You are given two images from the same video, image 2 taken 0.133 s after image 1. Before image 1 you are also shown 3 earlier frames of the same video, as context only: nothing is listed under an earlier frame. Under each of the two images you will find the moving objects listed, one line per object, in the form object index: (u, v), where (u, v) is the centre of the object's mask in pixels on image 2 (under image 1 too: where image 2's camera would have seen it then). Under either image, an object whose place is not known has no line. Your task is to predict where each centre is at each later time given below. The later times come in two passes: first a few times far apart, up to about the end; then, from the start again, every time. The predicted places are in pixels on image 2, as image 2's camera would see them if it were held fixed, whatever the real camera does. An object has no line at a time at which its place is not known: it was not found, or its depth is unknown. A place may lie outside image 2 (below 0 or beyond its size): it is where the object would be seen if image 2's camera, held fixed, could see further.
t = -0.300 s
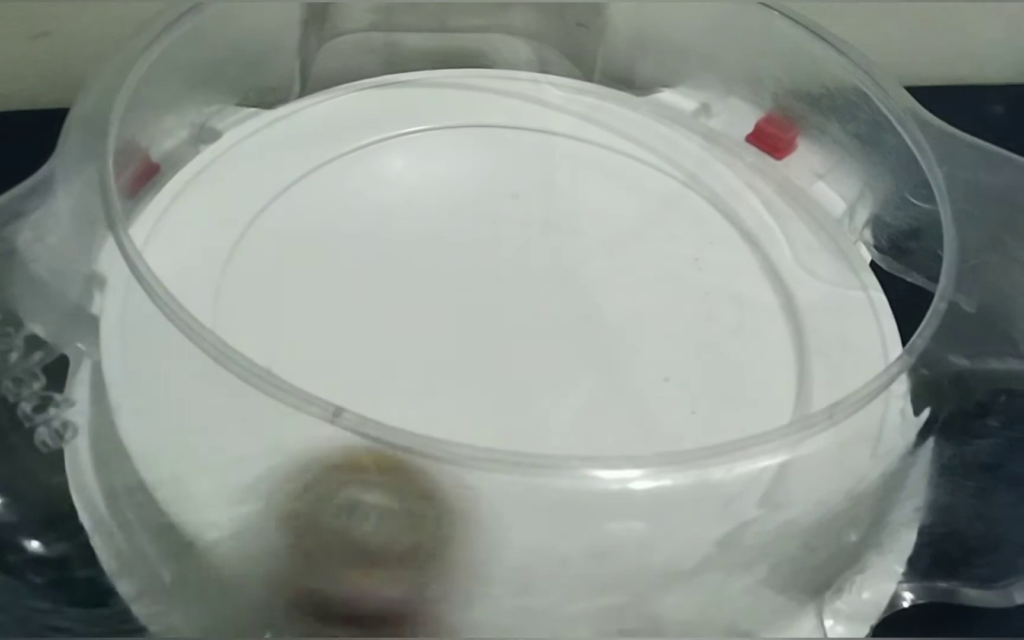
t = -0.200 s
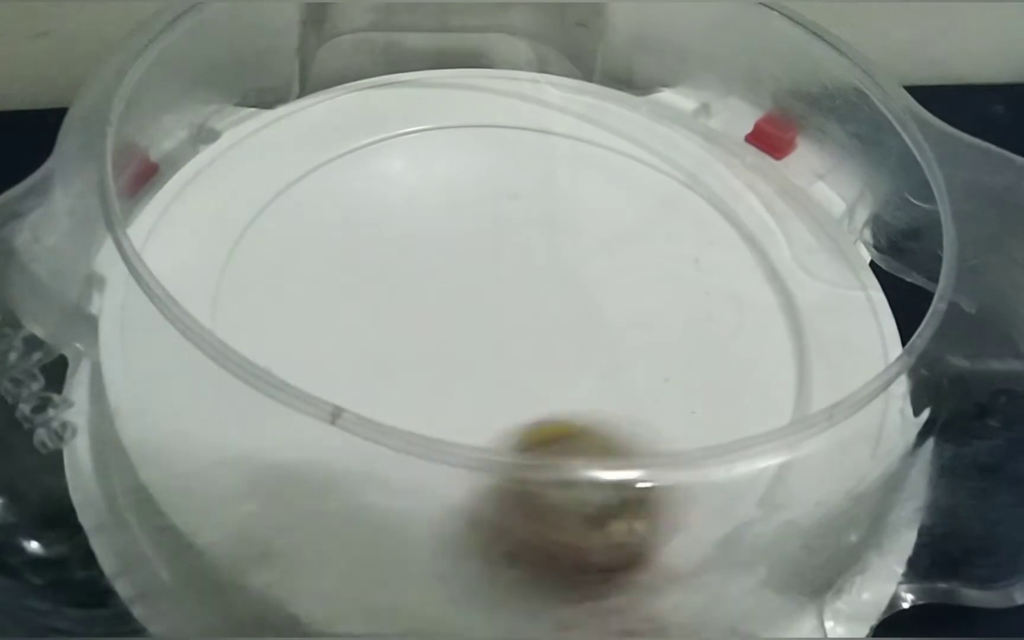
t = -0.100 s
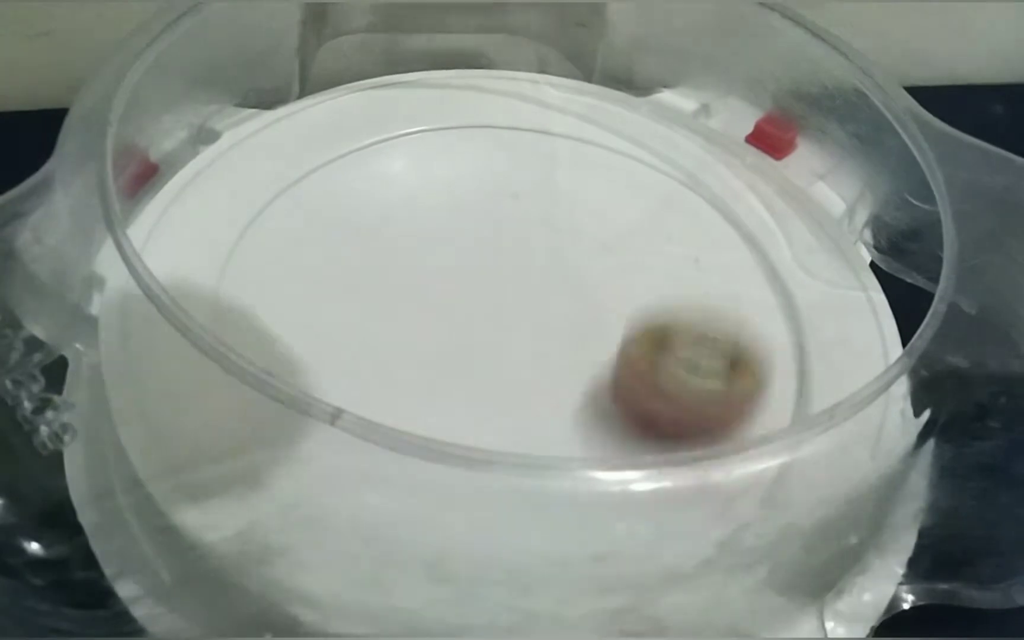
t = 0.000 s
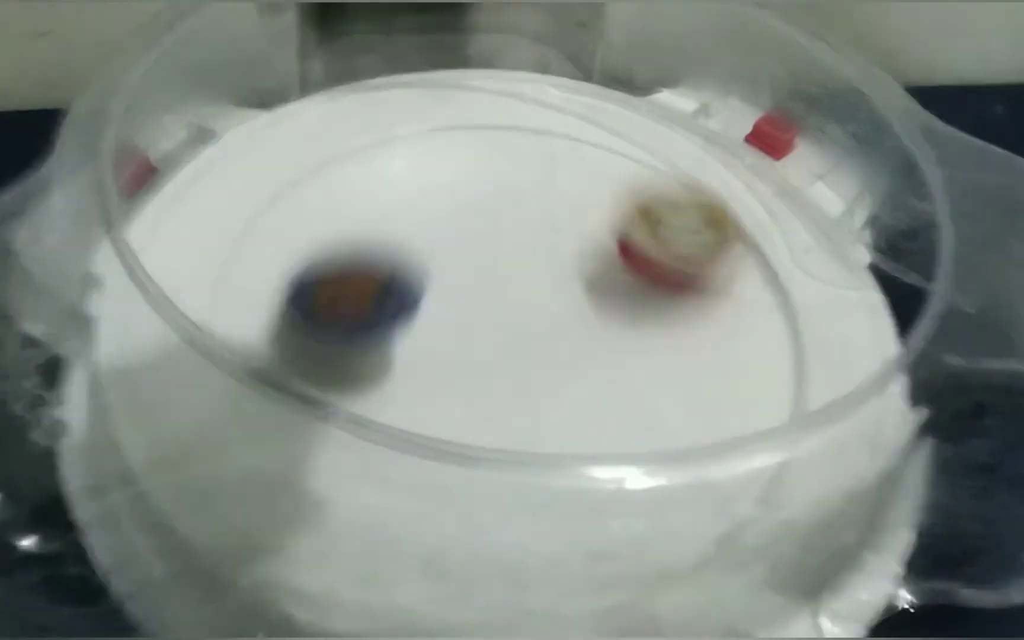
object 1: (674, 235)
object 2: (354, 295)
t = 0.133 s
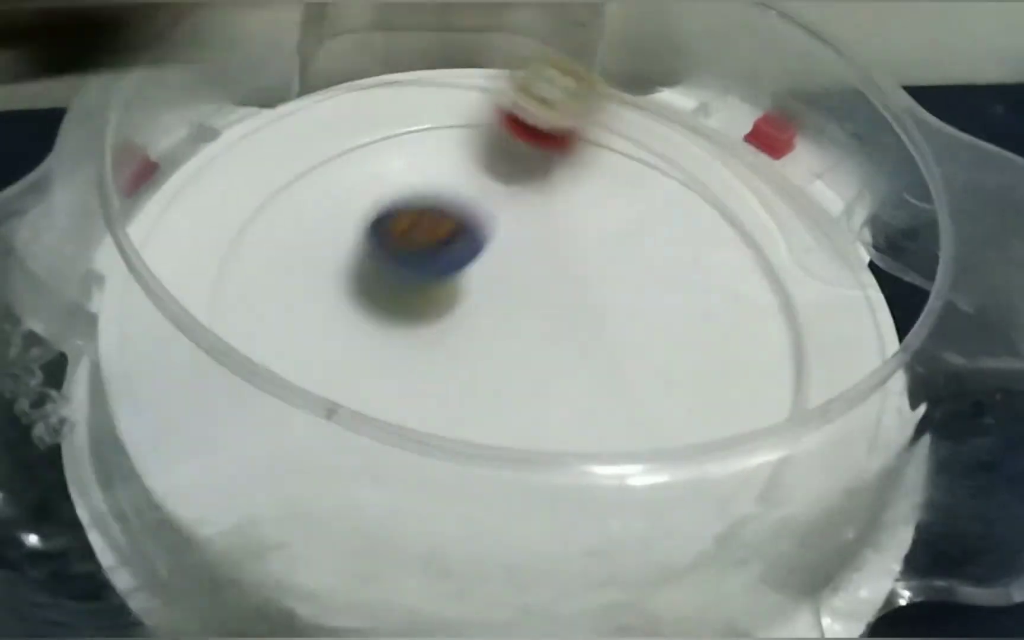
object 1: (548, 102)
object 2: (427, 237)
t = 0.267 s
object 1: (360, 126)
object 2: (510, 219)
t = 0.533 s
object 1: (365, 397)
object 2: (555, 288)
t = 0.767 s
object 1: (784, 409)
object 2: (500, 196)
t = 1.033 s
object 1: (631, 143)
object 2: (386, 228)
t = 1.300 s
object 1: (282, 256)
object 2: (488, 359)
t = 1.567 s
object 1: (621, 500)
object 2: (620, 276)
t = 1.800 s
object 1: (739, 253)
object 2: (526, 207)
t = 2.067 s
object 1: (385, 141)
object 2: (403, 274)
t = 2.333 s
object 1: (284, 410)
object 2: (556, 366)
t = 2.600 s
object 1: (720, 377)
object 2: (623, 266)
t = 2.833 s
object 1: (623, 139)
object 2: (513, 210)
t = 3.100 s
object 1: (293, 160)
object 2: (420, 319)
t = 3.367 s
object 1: (449, 457)
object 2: (603, 381)
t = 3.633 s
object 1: (788, 305)
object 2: (620, 254)
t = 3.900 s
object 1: (564, 122)
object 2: (438, 237)
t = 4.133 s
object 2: (404, 354)
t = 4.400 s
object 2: (588, 370)
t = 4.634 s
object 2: (581, 265)
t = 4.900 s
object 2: (436, 238)
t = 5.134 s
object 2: (416, 318)
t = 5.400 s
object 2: (543, 321)
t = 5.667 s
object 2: (525, 247)
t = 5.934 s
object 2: (469, 270)
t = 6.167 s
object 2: (511, 287)
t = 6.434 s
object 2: (519, 276)
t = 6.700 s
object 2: (518, 280)
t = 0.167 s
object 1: (507, 87)
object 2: (448, 221)
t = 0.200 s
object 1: (457, 99)
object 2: (467, 221)
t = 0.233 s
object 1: (407, 111)
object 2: (490, 218)
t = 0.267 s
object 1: (360, 126)
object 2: (510, 219)
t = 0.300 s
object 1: (324, 151)
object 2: (529, 223)
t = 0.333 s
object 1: (288, 178)
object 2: (545, 227)
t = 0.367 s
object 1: (259, 209)
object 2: (556, 234)
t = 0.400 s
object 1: (243, 242)
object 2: (565, 245)
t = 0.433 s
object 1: (249, 280)
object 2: (569, 254)
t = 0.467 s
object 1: (274, 311)
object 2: (569, 266)
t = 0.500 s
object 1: (300, 358)
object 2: (564, 277)
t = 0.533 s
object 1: (365, 397)
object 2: (555, 288)
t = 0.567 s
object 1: (437, 417)
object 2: (547, 299)
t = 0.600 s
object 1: (507, 420)
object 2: (538, 304)
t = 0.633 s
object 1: (577, 438)
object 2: (528, 293)
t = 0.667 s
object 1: (640, 450)
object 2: (524, 264)
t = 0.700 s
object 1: (703, 448)
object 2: (519, 237)
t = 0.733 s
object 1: (748, 436)
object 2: (511, 214)
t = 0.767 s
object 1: (784, 409)
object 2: (500, 196)
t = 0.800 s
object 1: (783, 360)
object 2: (488, 185)
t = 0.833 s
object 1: (787, 329)
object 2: (475, 179)
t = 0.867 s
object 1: (787, 288)
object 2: (460, 178)
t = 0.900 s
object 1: (780, 251)
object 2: (444, 182)
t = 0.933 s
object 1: (753, 220)
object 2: (425, 190)
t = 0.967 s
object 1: (717, 190)
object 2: (408, 201)
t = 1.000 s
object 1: (676, 160)
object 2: (395, 214)
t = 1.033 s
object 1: (631, 143)
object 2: (386, 228)
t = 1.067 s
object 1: (585, 132)
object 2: (382, 244)
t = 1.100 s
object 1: (538, 128)
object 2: (381, 262)
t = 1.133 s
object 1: (487, 132)
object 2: (385, 281)
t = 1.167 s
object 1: (436, 143)
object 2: (393, 300)
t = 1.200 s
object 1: (386, 164)
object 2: (408, 319)
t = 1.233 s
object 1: (345, 188)
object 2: (430, 337)
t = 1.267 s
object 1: (307, 220)
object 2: (457, 350)
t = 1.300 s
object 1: (282, 256)
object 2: (488, 359)
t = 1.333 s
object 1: (273, 296)
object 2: (519, 362)
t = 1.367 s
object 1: (270, 342)
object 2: (551, 360)
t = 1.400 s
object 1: (290, 394)
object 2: (579, 353)
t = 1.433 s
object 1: (325, 443)
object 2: (601, 343)
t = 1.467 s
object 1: (382, 483)
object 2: (615, 330)
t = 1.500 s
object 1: (472, 502)
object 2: (622, 313)
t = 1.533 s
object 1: (550, 509)
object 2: (623, 295)
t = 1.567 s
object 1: (621, 500)
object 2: (620, 276)
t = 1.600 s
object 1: (678, 478)
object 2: (613, 261)
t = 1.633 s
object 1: (723, 450)
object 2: (603, 248)
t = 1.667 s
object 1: (754, 419)
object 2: (592, 237)
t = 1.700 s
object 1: (770, 367)
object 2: (579, 227)
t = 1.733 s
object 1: (775, 331)
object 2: (564, 219)
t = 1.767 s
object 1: (761, 290)
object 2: (546, 212)
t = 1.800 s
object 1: (739, 253)
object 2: (526, 207)
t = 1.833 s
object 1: (709, 218)
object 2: (505, 205)
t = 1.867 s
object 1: (670, 192)
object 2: (483, 205)
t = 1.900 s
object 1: (623, 169)
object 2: (462, 208)
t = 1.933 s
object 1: (579, 151)
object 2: (444, 216)
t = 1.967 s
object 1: (534, 141)
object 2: (428, 225)
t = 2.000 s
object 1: (484, 135)
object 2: (415, 239)
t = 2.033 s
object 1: (434, 134)
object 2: (406, 255)
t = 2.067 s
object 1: (385, 141)
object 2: (403, 274)
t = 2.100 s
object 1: (337, 152)
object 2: (406, 292)
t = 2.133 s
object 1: (293, 168)
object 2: (415, 312)
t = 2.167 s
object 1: (252, 193)
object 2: (433, 332)
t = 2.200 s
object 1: (235, 237)
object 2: (459, 349)
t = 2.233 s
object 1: (239, 273)
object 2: (485, 361)
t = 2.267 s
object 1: (233, 319)
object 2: (511, 369)
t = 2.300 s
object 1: (250, 363)
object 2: (536, 370)
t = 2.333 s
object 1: (284, 410)
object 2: (556, 366)
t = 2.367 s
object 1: (337, 451)
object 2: (572, 360)
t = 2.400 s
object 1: (400, 475)
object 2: (586, 352)
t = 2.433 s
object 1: (473, 490)
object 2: (599, 342)
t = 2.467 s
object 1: (540, 490)
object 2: (611, 329)
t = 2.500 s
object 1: (603, 477)
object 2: (620, 315)
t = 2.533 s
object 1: (653, 454)
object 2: (625, 299)
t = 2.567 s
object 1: (689, 401)
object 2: (626, 282)
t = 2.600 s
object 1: (720, 377)
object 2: (623, 266)
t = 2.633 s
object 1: (734, 337)
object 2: (616, 250)
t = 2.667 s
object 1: (735, 299)
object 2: (606, 236)
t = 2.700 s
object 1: (727, 261)
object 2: (592, 226)
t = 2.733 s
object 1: (712, 224)
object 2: (577, 218)
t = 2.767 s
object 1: (690, 192)
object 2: (559, 213)
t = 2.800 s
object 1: (659, 162)
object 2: (536, 210)
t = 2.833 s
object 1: (623, 139)
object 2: (513, 210)
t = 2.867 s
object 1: (587, 120)
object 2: (493, 213)
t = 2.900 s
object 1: (545, 105)
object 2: (471, 221)
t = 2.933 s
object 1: (503, 97)
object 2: (452, 233)
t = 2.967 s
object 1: (457, 103)
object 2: (437, 245)
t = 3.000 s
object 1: (411, 112)
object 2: (424, 262)
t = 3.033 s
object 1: (366, 123)
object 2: (418, 279)
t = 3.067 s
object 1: (326, 137)
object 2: (416, 299)
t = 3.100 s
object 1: (293, 160)
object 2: (420, 319)
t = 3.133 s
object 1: (267, 188)
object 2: (431, 339)
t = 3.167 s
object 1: (249, 228)
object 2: (447, 356)
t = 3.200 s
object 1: (246, 263)
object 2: (467, 369)
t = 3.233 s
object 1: (266, 300)
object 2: (490, 381)
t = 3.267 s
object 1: (280, 351)
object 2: (518, 388)
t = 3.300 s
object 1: (323, 397)
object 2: (546, 391)
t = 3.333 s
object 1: (382, 433)
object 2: (575, 388)
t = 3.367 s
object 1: (449, 457)
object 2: (603, 381)
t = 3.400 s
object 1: (517, 470)
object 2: (626, 368)
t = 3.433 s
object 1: (580, 471)
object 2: (643, 352)
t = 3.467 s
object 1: (639, 460)
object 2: (651, 334)
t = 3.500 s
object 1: (688, 444)
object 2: (653, 317)
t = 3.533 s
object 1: (726, 412)
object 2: (652, 302)
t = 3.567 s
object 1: (759, 371)
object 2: (646, 286)
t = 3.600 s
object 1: (779, 343)
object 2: (635, 269)
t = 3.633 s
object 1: (788, 305)
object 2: (620, 254)
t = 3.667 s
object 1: (786, 267)
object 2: (602, 241)
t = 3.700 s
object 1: (773, 231)
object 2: (581, 231)
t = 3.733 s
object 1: (744, 204)
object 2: (558, 225)
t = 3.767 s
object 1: (716, 180)
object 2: (534, 221)
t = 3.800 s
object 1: (684, 158)
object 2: (509, 220)
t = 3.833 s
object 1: (647, 140)
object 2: (484, 223)
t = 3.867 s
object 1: (606, 129)
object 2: (460, 229)
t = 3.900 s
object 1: (564, 122)
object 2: (438, 237)
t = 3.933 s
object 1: (521, 121)
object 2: (419, 248)
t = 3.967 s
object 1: (477, 126)
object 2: (404, 262)
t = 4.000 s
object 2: (393, 279)
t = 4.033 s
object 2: (387, 298)
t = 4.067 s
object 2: (386, 317)
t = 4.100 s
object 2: (391, 335)
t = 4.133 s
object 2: (404, 354)
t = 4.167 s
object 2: (423, 368)
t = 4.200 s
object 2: (446, 380)
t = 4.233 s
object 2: (471, 388)
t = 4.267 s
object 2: (497, 392)
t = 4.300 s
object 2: (523, 393)
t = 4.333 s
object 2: (548, 390)
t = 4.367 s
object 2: (570, 381)
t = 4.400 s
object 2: (588, 370)
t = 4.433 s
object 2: (600, 355)
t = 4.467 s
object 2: (608, 341)
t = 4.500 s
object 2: (610, 325)
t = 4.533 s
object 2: (608, 309)
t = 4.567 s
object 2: (603, 293)
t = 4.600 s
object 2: (594, 279)
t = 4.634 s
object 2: (581, 265)
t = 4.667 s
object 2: (566, 253)
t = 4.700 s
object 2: (549, 243)
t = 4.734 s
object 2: (531, 236)
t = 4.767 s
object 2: (511, 232)
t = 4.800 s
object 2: (491, 231)
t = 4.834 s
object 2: (471, 231)
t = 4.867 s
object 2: (452, 233)
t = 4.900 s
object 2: (436, 238)
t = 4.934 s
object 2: (422, 245)
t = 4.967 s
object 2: (410, 254)
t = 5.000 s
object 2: (401, 266)
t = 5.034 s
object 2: (398, 278)
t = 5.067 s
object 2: (399, 292)
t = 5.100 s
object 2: (405, 306)
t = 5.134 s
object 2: (416, 318)
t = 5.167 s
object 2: (431, 328)
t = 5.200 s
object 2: (448, 335)
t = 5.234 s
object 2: (465, 339)
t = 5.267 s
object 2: (483, 340)
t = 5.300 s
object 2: (499, 339)
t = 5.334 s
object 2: (517, 335)
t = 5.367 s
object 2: (531, 329)
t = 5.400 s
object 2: (543, 321)
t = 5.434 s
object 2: (551, 311)
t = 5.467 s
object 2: (557, 300)
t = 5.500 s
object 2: (558, 289)
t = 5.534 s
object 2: (556, 278)
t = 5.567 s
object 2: (552, 267)
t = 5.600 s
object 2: (545, 259)
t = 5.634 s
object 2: (536, 252)
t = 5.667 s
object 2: (525, 247)
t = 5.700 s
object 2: (513, 244)
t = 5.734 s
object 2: (502, 243)
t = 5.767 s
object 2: (492, 245)
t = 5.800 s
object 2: (483, 249)
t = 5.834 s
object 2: (476, 252)
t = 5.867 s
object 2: (471, 257)
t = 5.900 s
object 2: (469, 263)
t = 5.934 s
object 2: (469, 270)
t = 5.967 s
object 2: (473, 275)
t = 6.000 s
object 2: (480, 280)
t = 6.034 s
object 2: (486, 284)
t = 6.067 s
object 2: (494, 287)
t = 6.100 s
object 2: (500, 288)
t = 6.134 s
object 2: (506, 288)
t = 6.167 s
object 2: (511, 287)
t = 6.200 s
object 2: (515, 286)
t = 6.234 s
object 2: (518, 285)
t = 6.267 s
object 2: (520, 283)
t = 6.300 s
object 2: (521, 281)
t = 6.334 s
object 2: (521, 279)
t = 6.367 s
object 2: (521, 278)
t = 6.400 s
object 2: (519, 276)
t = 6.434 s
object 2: (519, 276)
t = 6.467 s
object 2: (518, 275)
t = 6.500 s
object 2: (517, 275)
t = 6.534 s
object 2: (517, 275)
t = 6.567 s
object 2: (517, 276)
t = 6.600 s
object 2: (517, 277)
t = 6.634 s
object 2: (517, 278)
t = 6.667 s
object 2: (517, 279)
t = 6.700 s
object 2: (518, 280)
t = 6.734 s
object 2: (518, 281)
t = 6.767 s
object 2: (519, 282)
